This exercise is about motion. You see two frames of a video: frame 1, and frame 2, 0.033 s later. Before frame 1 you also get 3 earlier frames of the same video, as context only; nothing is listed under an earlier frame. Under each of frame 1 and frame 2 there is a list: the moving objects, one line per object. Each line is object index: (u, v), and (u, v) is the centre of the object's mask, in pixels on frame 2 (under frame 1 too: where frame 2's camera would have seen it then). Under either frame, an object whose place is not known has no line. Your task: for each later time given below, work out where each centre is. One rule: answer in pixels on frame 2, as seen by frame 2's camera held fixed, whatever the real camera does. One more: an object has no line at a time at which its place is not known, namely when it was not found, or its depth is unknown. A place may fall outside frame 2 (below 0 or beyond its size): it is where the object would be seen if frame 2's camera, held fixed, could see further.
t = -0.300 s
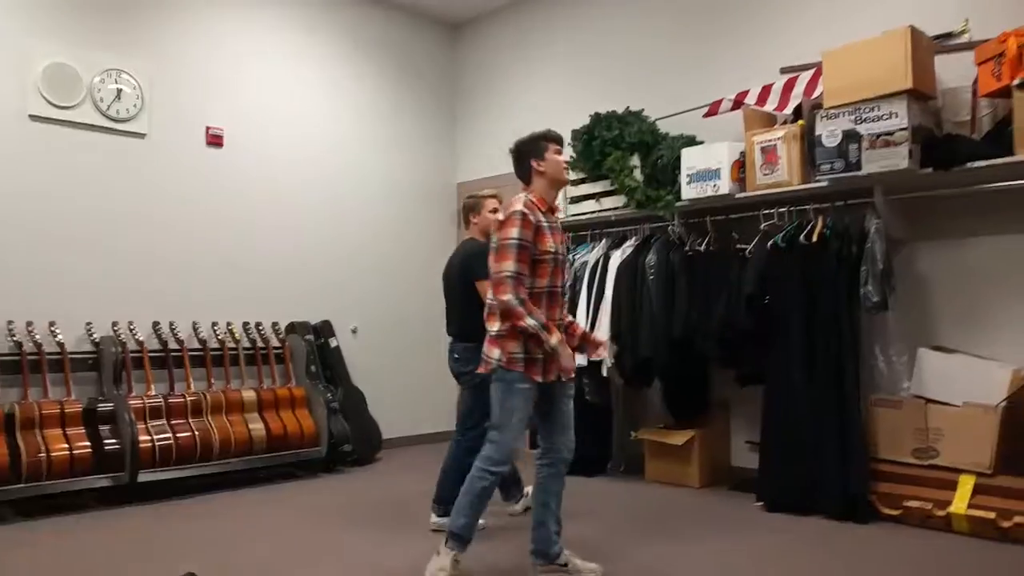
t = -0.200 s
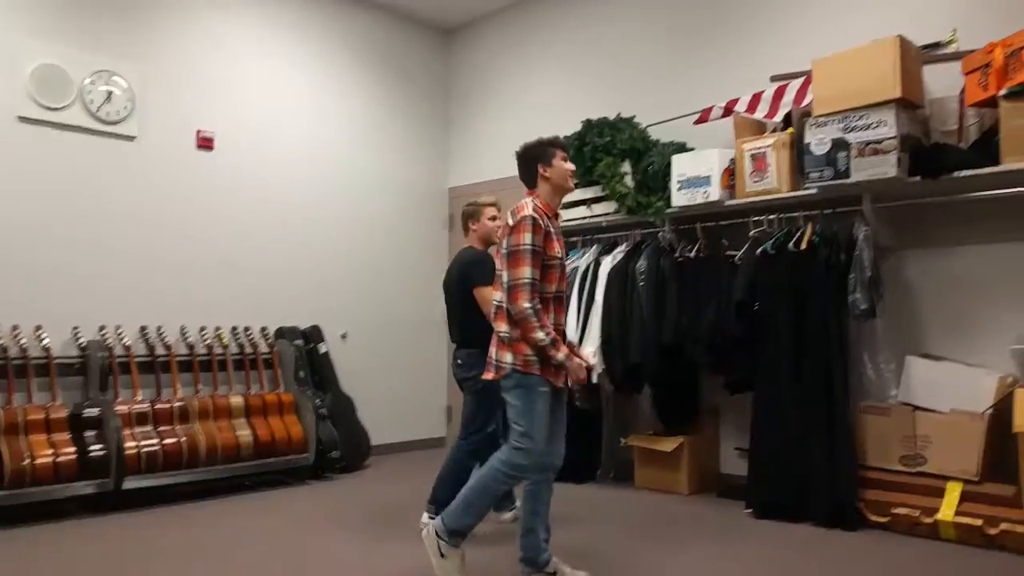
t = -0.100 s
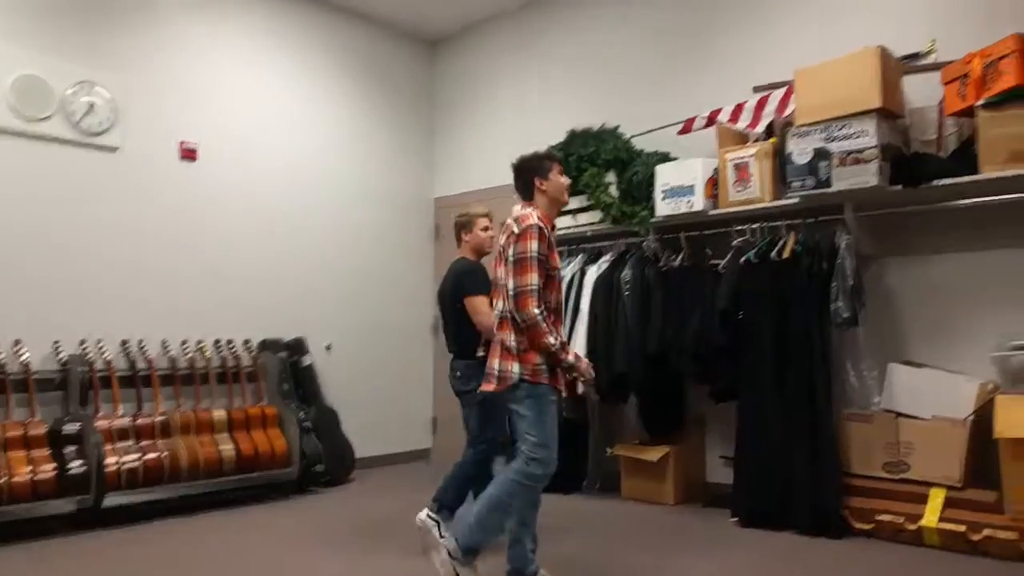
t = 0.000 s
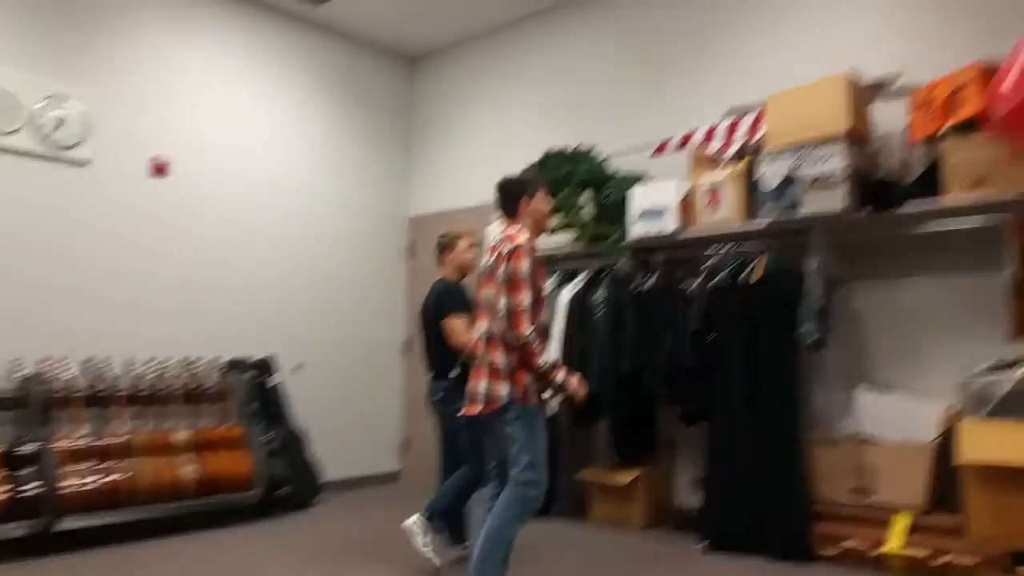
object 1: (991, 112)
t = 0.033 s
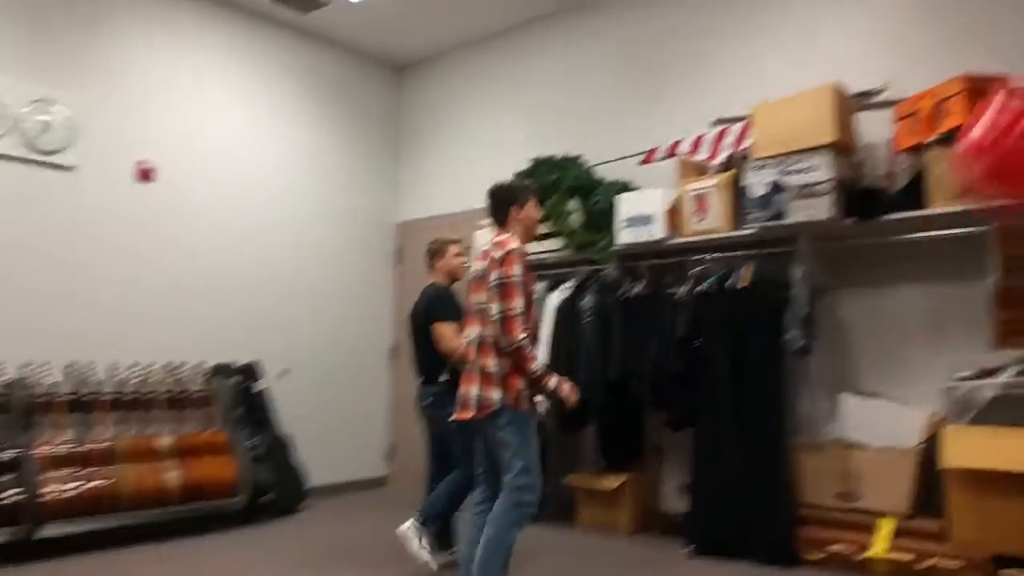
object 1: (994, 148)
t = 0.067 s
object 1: (997, 178)
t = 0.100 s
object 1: (977, 220)
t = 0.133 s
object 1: (954, 272)
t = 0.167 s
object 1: (949, 311)
